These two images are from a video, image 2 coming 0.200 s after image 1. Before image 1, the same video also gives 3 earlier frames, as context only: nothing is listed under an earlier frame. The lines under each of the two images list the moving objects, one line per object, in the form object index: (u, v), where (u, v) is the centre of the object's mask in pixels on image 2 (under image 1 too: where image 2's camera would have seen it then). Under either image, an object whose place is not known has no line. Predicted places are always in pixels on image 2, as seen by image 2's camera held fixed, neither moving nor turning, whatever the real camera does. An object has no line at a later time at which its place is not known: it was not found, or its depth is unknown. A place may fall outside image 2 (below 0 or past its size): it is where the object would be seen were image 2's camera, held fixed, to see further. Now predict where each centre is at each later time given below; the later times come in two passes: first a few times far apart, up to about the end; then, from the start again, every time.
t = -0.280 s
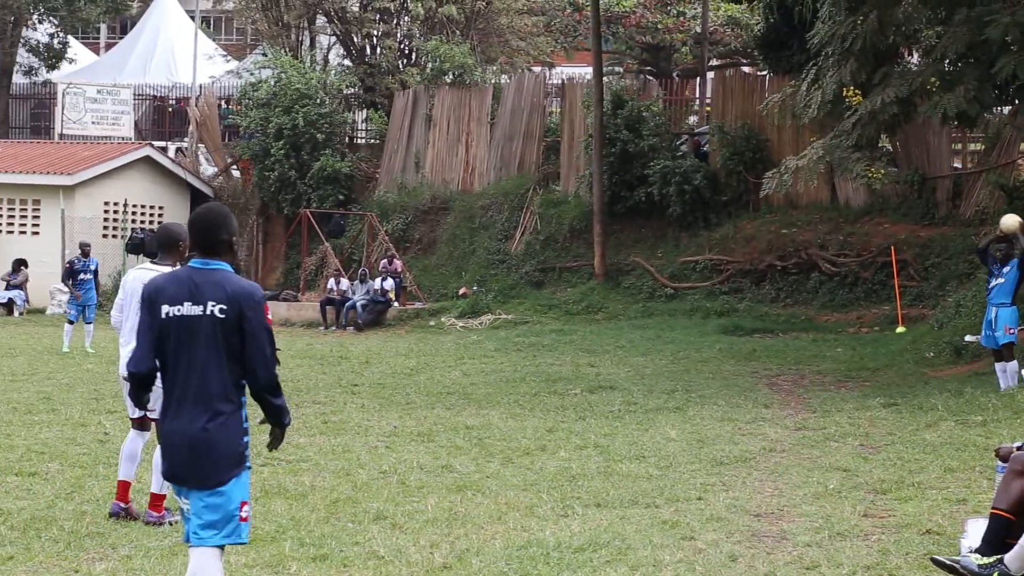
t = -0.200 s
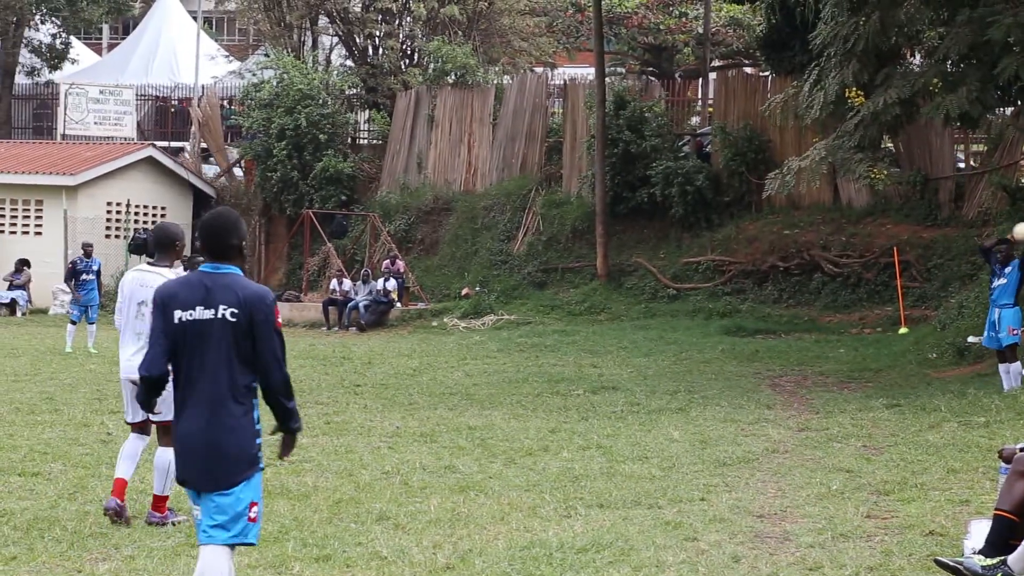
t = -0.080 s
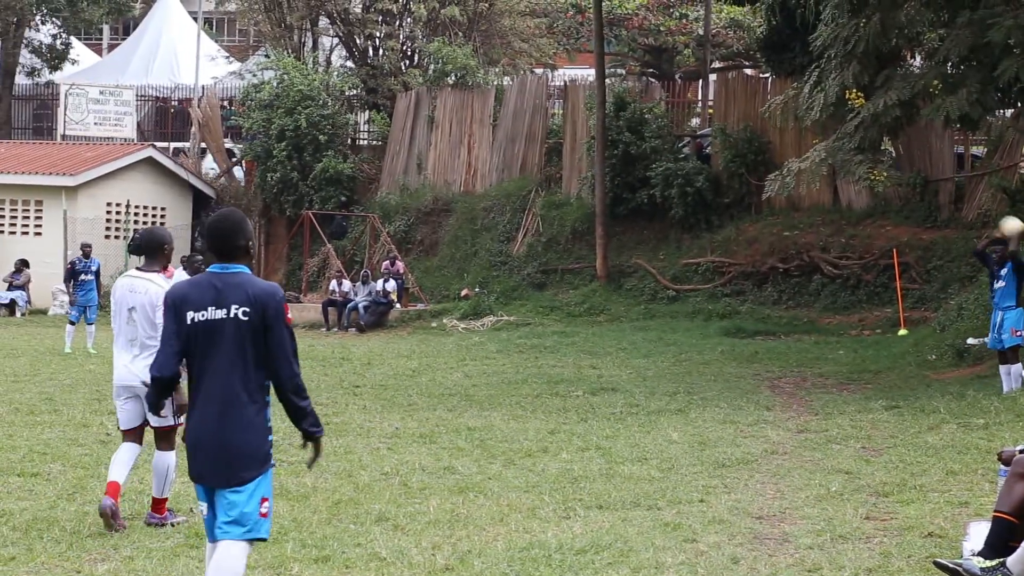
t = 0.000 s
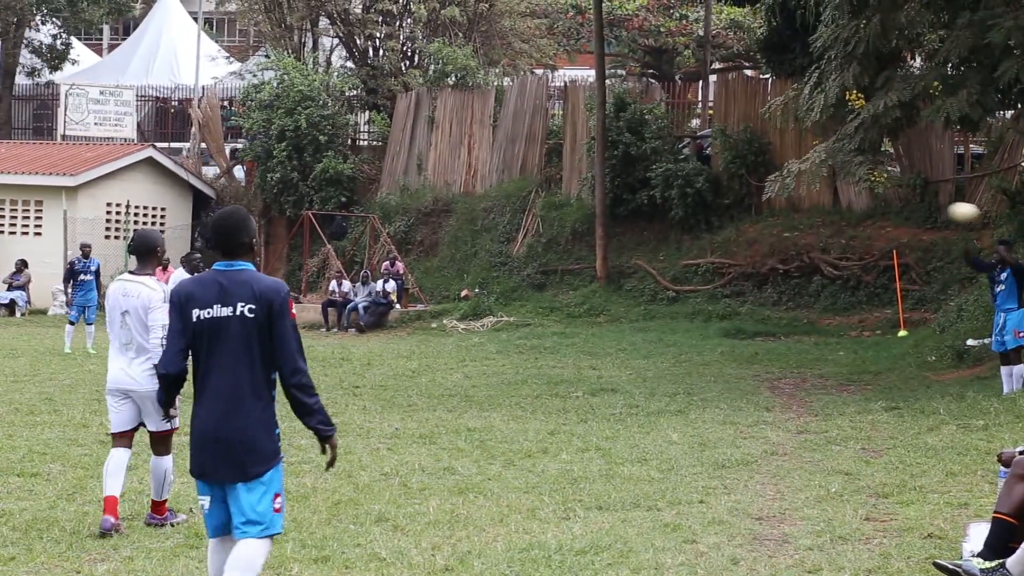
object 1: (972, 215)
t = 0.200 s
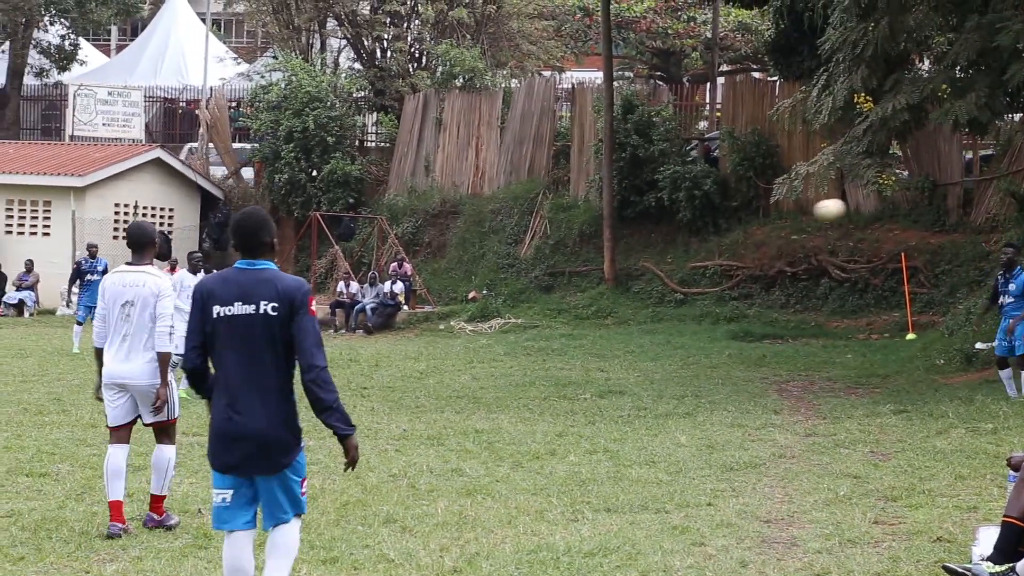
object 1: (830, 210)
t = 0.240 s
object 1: (800, 213)
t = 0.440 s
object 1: (649, 258)
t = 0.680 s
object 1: (453, 375)
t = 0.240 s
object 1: (800, 213)
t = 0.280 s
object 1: (770, 219)
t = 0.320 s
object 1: (741, 226)
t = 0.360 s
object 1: (710, 235)
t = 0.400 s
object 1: (680, 246)
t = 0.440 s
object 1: (649, 258)
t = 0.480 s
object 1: (618, 272)
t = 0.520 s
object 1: (586, 289)
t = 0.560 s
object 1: (554, 307)
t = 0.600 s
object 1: (521, 326)
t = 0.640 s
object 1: (488, 350)
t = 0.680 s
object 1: (453, 375)
